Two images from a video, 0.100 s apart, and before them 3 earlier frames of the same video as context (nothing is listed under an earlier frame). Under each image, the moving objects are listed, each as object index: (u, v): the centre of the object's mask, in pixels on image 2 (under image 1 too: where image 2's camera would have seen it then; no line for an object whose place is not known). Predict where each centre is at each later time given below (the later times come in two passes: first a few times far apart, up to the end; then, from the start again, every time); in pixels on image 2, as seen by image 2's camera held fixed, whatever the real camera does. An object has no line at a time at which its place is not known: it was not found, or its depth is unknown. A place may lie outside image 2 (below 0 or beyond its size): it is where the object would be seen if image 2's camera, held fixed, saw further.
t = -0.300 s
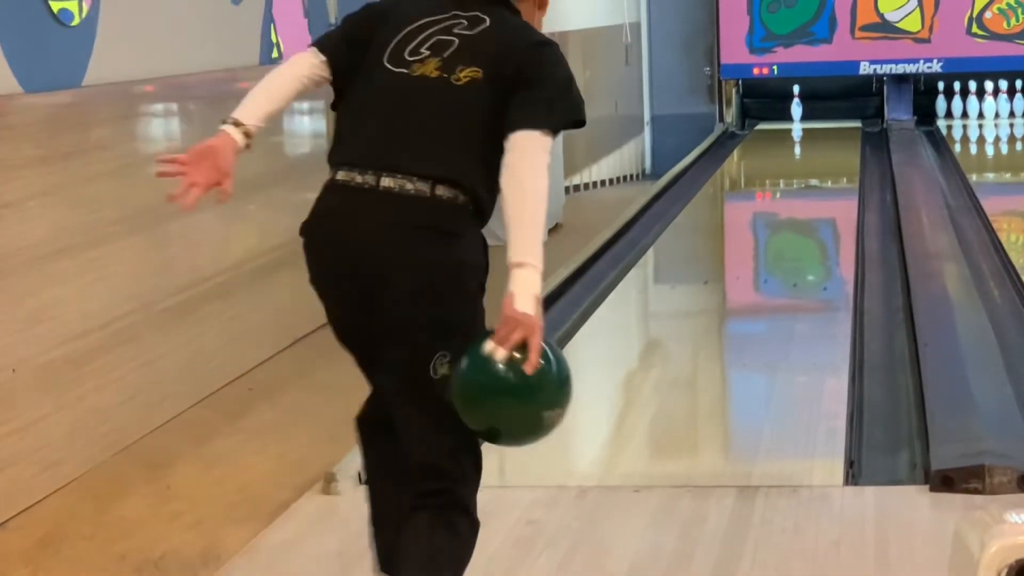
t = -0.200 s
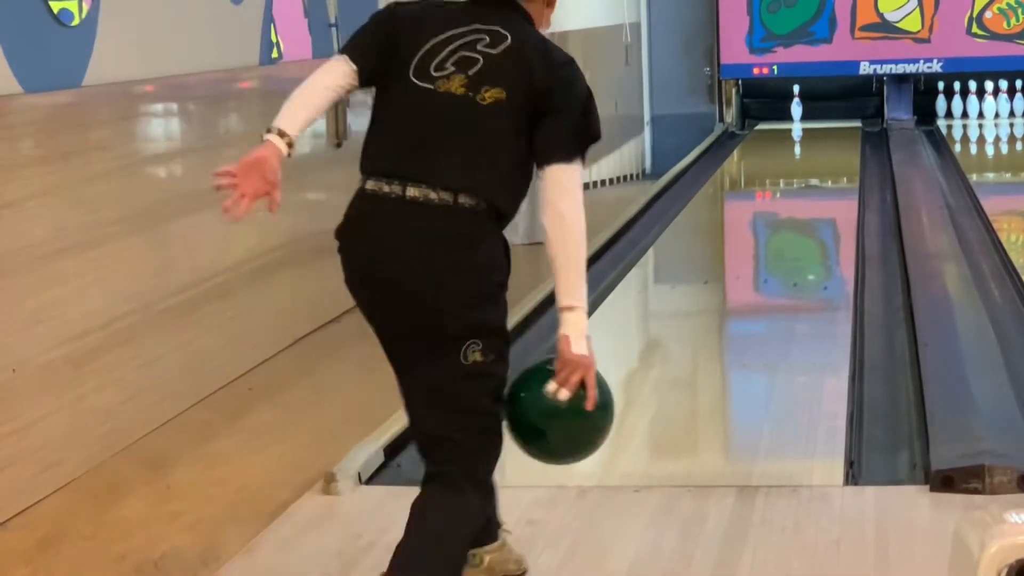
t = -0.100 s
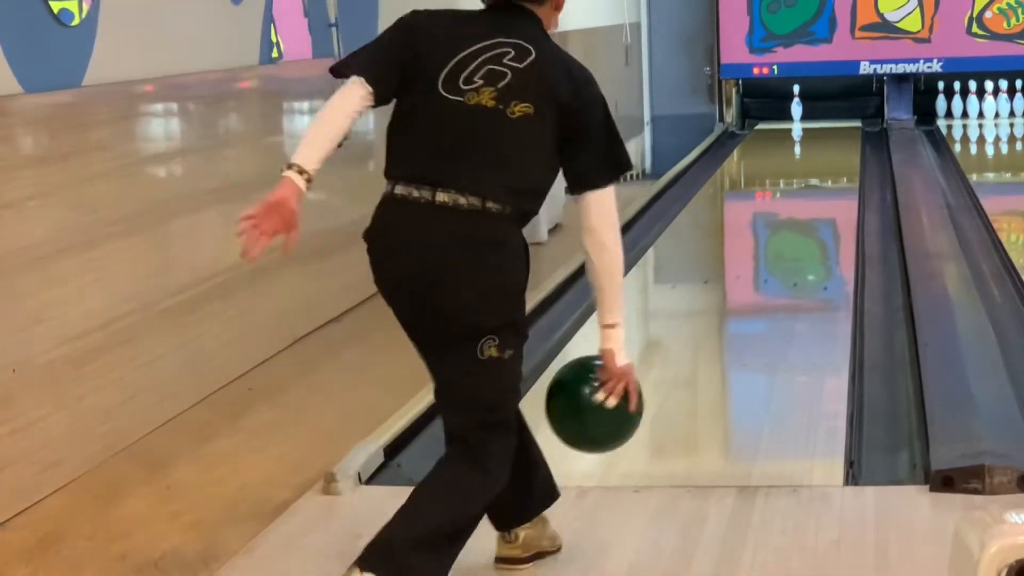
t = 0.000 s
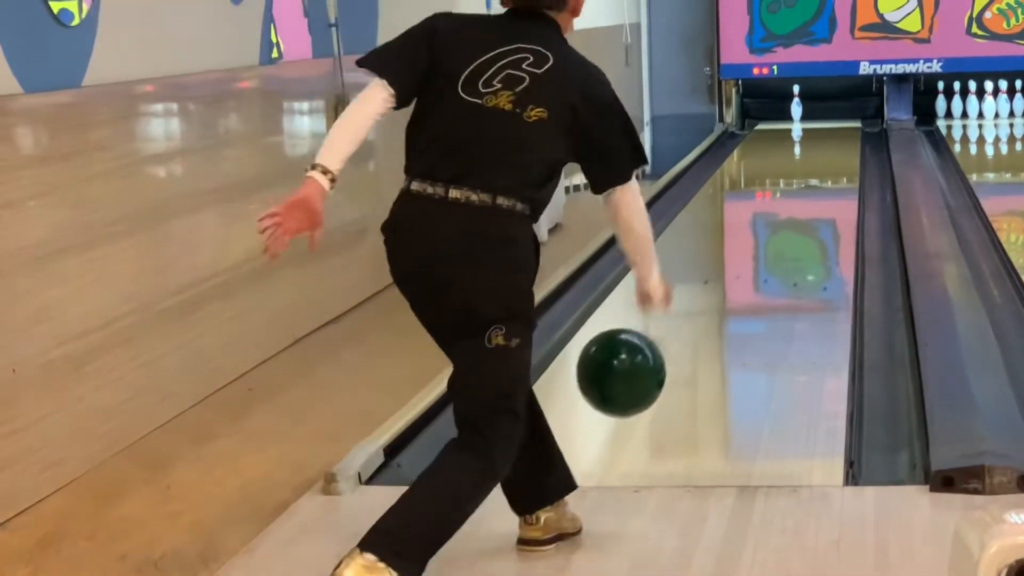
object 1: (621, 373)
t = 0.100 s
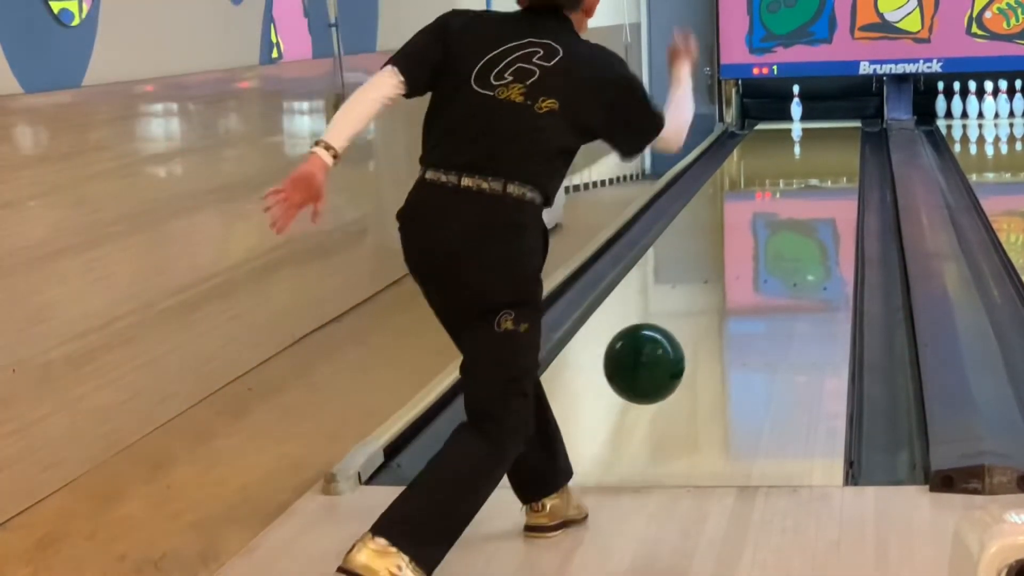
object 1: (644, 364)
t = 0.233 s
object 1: (670, 397)
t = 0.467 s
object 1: (701, 336)
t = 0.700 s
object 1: (723, 290)
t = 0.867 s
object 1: (735, 265)
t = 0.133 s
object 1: (651, 369)
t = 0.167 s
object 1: (658, 378)
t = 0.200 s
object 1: (664, 390)
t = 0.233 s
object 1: (670, 397)
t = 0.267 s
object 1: (675, 384)
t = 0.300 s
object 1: (680, 374)
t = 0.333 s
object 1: (684, 369)
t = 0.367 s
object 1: (689, 359)
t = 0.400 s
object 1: (694, 351)
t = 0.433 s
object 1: (697, 344)
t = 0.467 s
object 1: (701, 336)
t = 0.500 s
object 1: (704, 328)
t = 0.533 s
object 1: (708, 322)
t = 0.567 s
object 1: (711, 314)
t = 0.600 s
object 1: (714, 308)
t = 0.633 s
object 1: (717, 302)
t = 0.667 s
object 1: (720, 296)
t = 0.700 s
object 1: (723, 290)
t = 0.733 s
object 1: (725, 286)
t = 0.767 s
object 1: (728, 279)
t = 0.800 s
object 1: (731, 274)
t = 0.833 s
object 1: (733, 270)
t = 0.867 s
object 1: (735, 265)
